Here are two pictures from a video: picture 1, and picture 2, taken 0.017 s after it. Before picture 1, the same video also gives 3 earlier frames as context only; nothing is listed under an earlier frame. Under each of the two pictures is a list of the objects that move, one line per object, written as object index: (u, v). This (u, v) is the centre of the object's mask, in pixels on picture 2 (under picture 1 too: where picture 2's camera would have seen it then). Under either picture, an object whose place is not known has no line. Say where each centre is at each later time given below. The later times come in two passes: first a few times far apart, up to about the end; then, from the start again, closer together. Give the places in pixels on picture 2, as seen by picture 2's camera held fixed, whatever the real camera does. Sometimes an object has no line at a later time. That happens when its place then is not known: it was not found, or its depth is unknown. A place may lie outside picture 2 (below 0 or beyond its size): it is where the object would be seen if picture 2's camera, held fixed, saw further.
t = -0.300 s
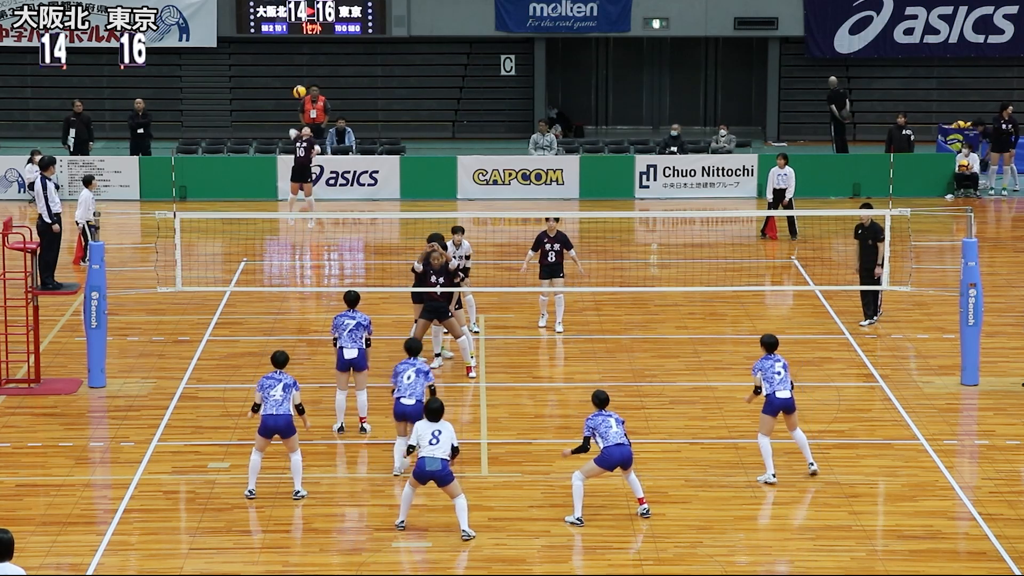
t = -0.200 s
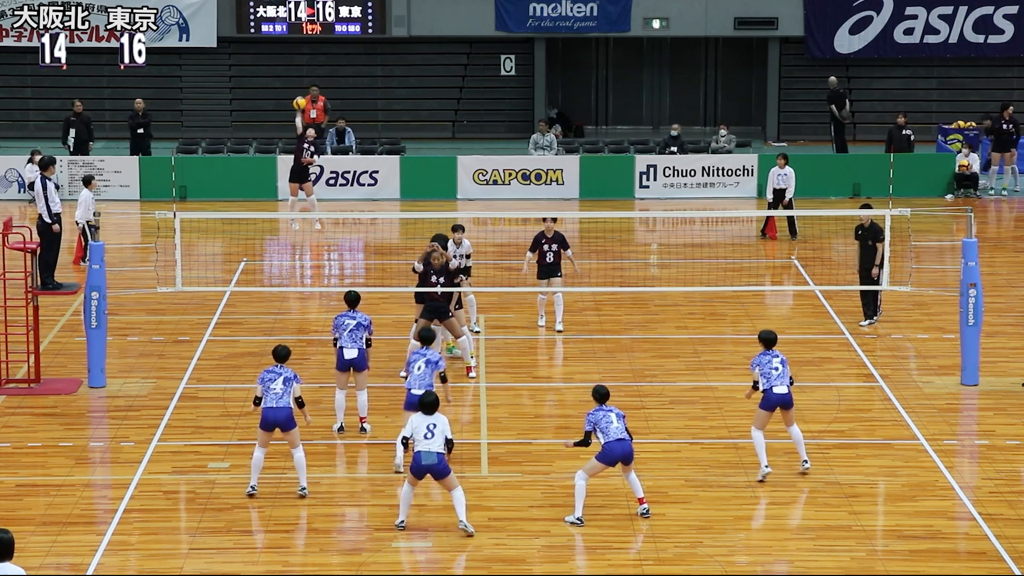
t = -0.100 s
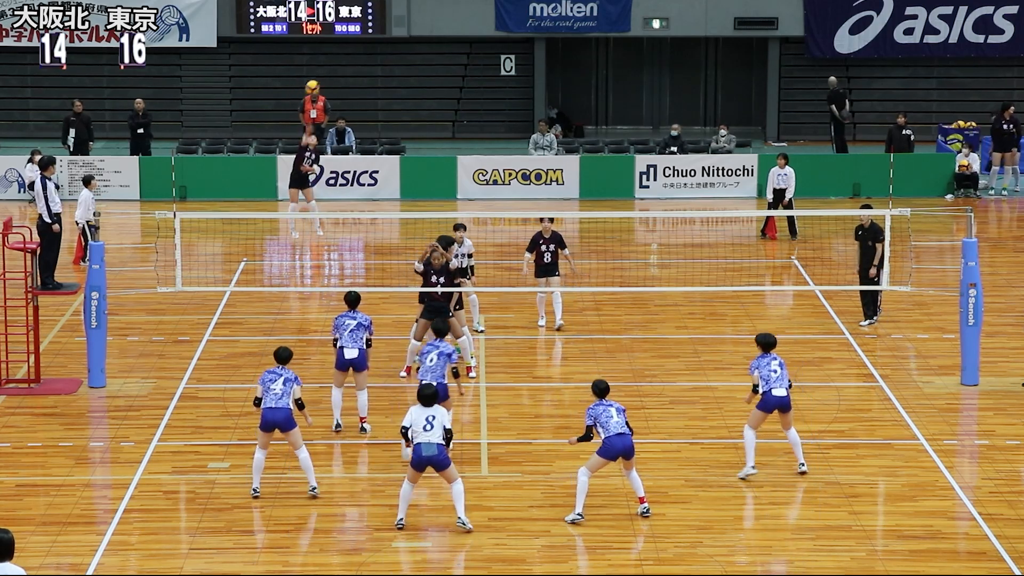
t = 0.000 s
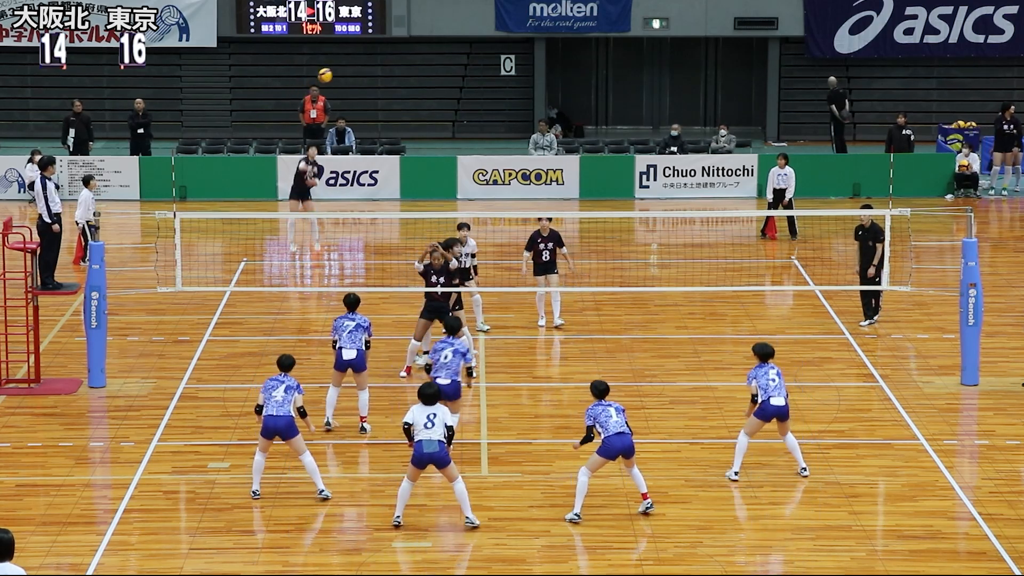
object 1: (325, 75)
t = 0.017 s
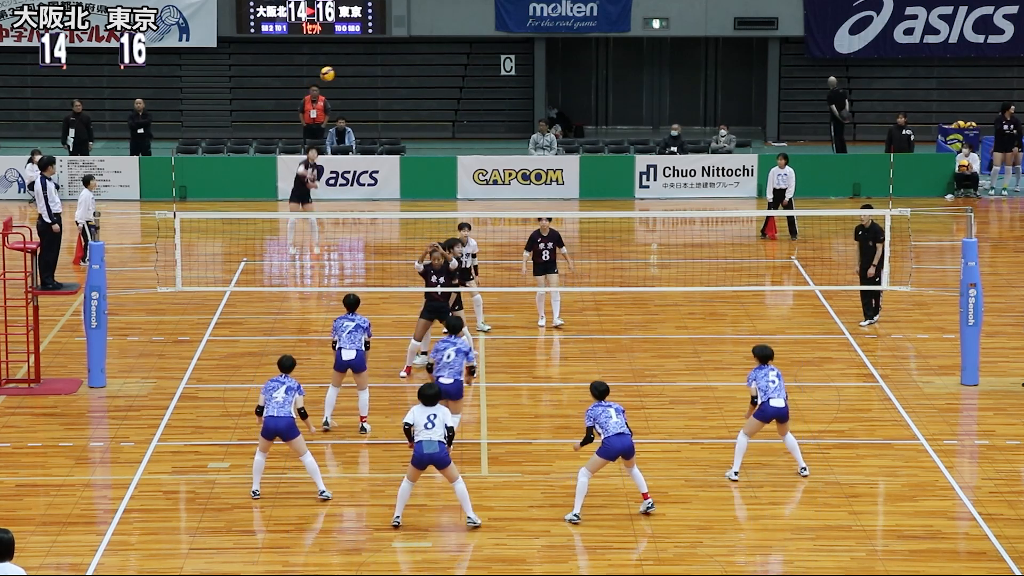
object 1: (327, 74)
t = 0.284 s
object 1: (363, 74)
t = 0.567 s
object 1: (413, 133)
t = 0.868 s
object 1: (490, 274)
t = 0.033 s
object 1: (329, 73)
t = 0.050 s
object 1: (332, 71)
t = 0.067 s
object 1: (334, 70)
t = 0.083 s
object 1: (336, 69)
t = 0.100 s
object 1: (338, 69)
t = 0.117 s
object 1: (340, 68)
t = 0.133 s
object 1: (342, 68)
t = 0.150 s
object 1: (345, 68)
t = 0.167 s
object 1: (347, 68)
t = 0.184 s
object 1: (349, 68)
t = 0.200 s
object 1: (351, 69)
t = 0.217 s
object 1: (354, 69)
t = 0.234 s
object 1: (356, 70)
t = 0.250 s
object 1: (358, 71)
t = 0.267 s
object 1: (360, 72)
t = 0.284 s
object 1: (363, 74)
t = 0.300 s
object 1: (365, 76)
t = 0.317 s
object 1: (368, 78)
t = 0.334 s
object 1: (370, 80)
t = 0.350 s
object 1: (373, 82)
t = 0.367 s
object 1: (376, 85)
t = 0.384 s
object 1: (378, 88)
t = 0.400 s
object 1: (381, 90)
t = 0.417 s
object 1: (384, 94)
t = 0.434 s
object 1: (387, 97)
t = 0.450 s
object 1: (390, 101)
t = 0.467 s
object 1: (393, 105)
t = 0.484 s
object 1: (396, 109)
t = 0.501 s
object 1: (399, 113)
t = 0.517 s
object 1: (403, 118)
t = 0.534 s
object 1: (406, 123)
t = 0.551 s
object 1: (409, 128)
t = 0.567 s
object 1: (413, 133)
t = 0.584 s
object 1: (416, 139)
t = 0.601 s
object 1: (420, 144)
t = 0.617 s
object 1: (424, 150)
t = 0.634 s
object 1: (428, 157)
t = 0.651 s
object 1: (432, 163)
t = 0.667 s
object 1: (436, 170)
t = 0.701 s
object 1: (444, 184)
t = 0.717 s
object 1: (448, 191)
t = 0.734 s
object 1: (452, 198)
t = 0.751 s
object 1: (456, 207)
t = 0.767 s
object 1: (462, 216)
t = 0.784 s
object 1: (466, 225)
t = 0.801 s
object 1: (471, 234)
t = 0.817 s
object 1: (476, 244)
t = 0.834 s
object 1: (479, 253)
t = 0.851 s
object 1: (485, 263)
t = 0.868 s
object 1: (490, 274)
